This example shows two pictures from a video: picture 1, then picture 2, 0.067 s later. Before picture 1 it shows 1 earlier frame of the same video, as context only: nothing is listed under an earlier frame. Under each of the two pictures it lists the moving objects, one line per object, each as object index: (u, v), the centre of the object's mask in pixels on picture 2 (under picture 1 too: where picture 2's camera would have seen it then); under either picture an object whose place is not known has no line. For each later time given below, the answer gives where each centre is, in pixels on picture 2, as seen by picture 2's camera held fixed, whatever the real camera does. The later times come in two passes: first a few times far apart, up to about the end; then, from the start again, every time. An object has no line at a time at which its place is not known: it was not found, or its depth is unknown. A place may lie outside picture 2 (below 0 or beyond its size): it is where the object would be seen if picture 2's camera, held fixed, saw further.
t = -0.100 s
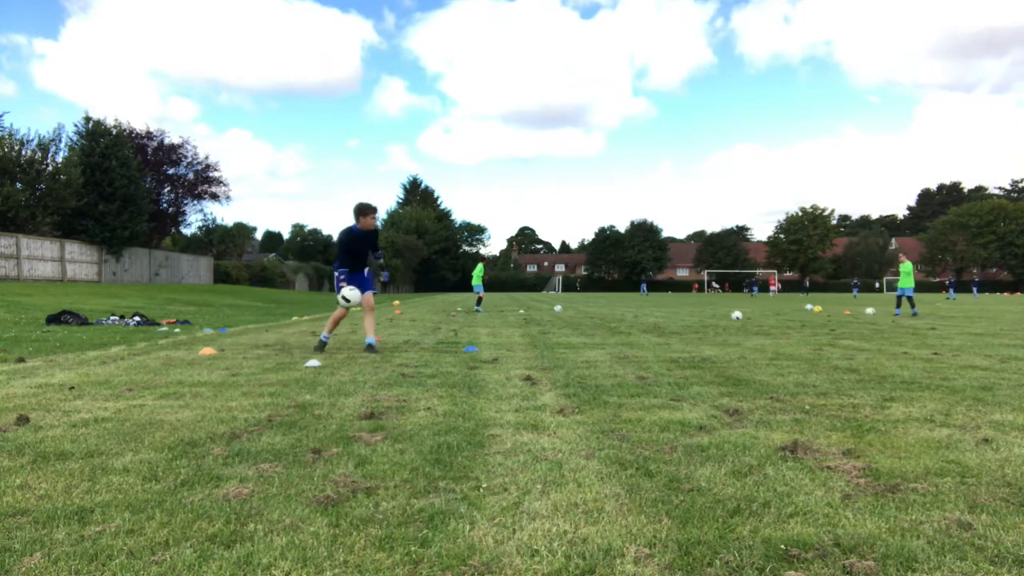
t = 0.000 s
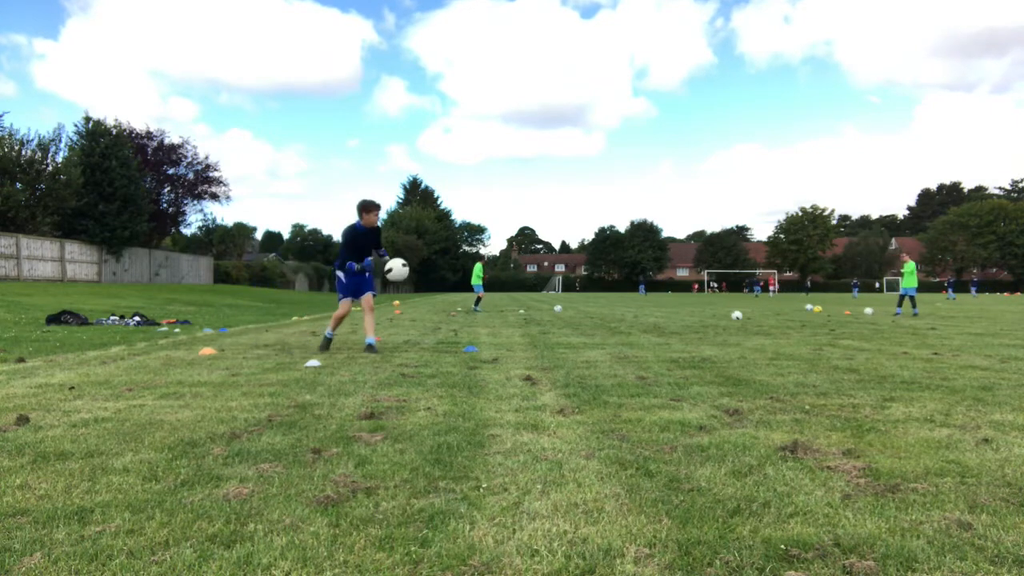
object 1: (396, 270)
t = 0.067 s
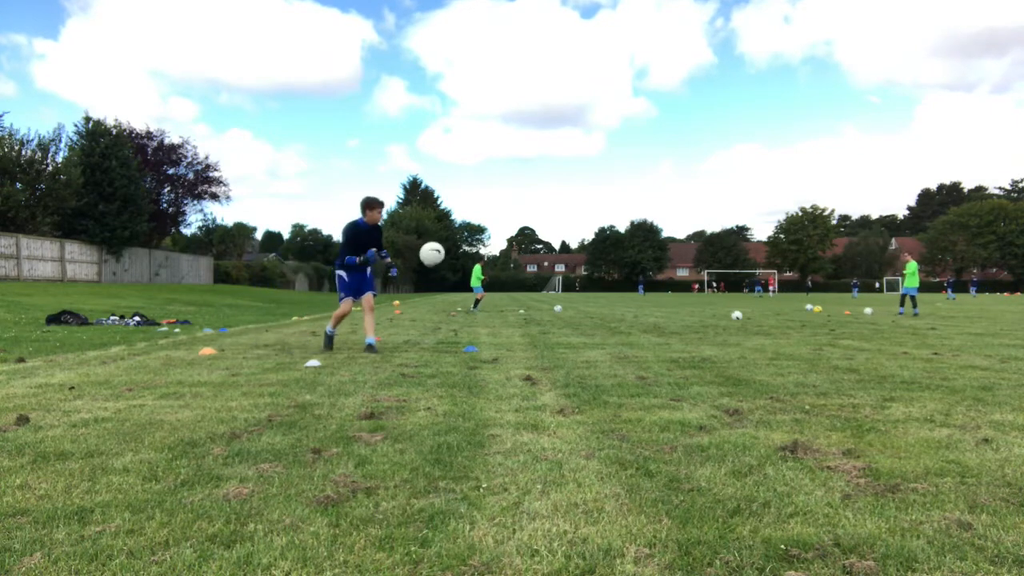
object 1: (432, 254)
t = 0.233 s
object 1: (535, 234)
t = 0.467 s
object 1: (731, 265)
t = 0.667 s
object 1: (975, 389)
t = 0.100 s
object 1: (451, 248)
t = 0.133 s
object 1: (470, 242)
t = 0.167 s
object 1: (490, 239)
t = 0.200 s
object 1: (513, 235)
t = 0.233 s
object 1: (535, 234)
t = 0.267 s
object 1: (558, 234)
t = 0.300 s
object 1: (584, 234)
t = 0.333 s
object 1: (610, 237)
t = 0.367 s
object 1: (637, 241)
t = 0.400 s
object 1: (665, 248)
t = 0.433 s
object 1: (697, 254)
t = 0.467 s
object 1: (731, 265)
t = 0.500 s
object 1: (767, 278)
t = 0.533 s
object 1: (803, 295)
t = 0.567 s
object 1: (843, 312)
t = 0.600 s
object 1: (885, 335)
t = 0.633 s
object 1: (928, 360)
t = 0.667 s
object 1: (975, 389)
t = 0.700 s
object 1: (1012, 415)
